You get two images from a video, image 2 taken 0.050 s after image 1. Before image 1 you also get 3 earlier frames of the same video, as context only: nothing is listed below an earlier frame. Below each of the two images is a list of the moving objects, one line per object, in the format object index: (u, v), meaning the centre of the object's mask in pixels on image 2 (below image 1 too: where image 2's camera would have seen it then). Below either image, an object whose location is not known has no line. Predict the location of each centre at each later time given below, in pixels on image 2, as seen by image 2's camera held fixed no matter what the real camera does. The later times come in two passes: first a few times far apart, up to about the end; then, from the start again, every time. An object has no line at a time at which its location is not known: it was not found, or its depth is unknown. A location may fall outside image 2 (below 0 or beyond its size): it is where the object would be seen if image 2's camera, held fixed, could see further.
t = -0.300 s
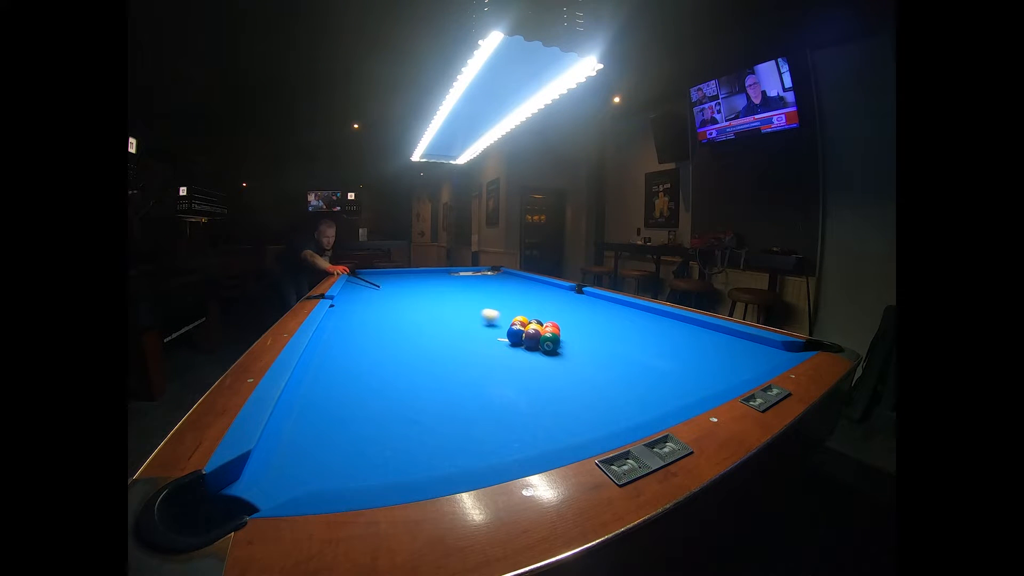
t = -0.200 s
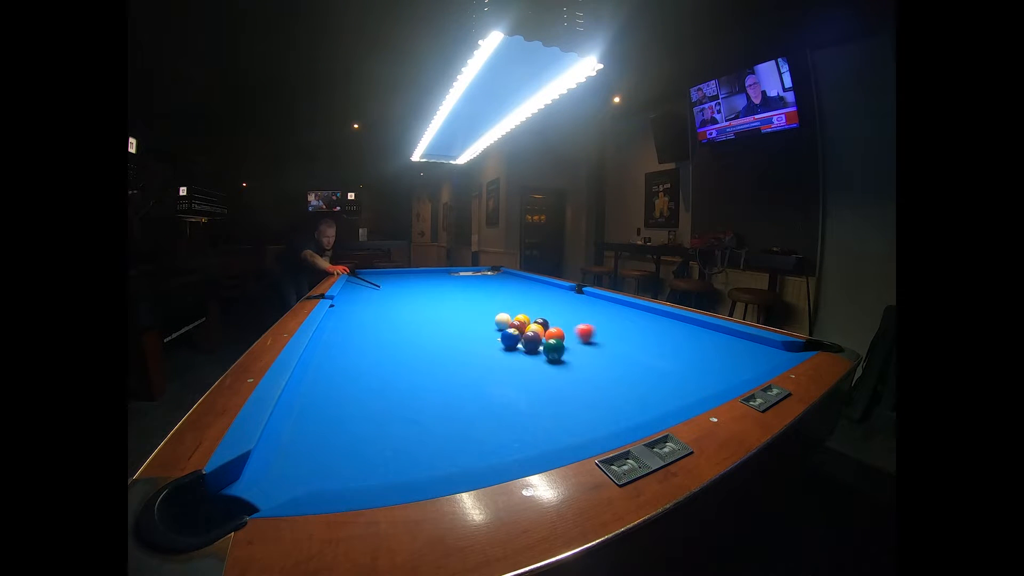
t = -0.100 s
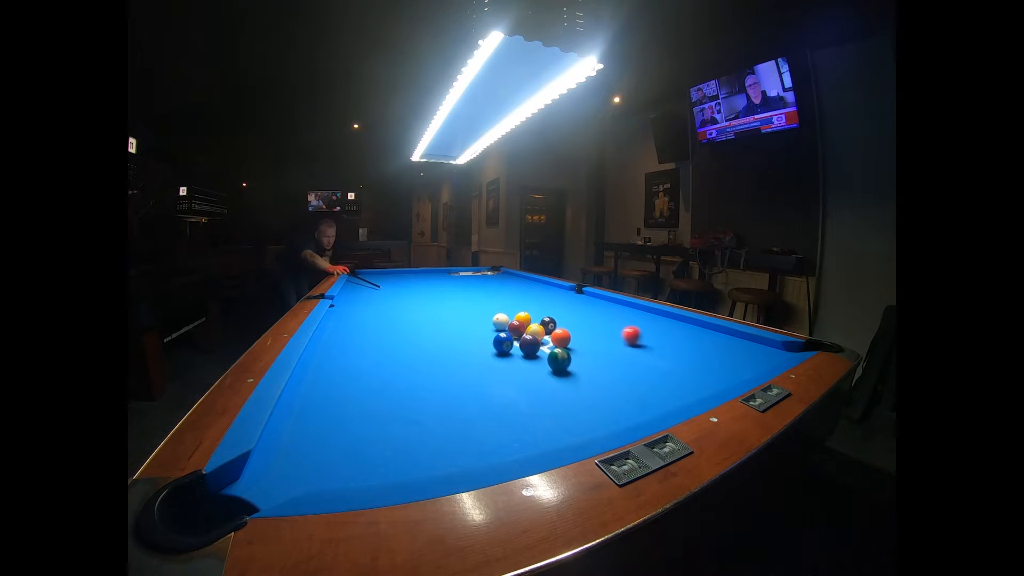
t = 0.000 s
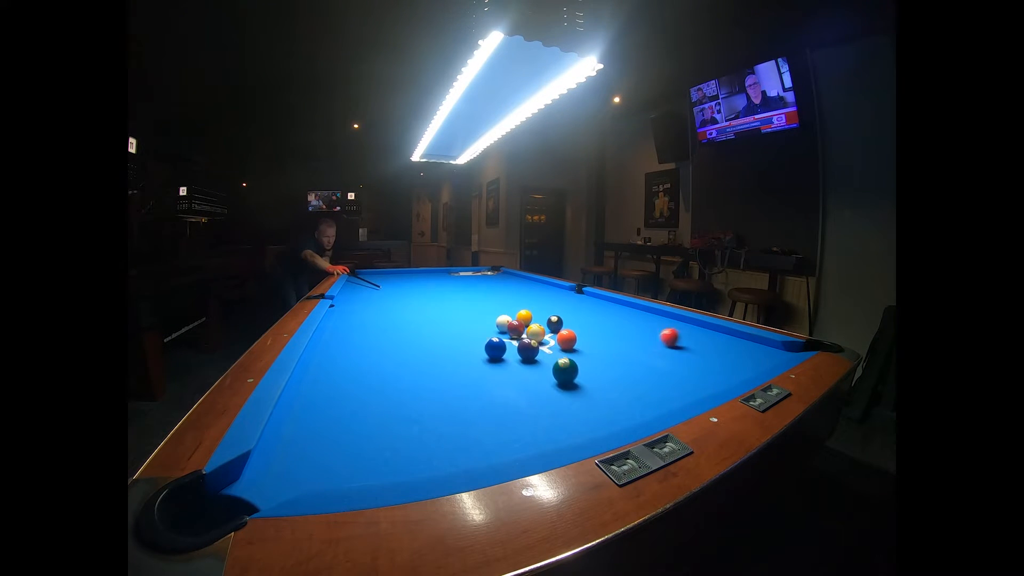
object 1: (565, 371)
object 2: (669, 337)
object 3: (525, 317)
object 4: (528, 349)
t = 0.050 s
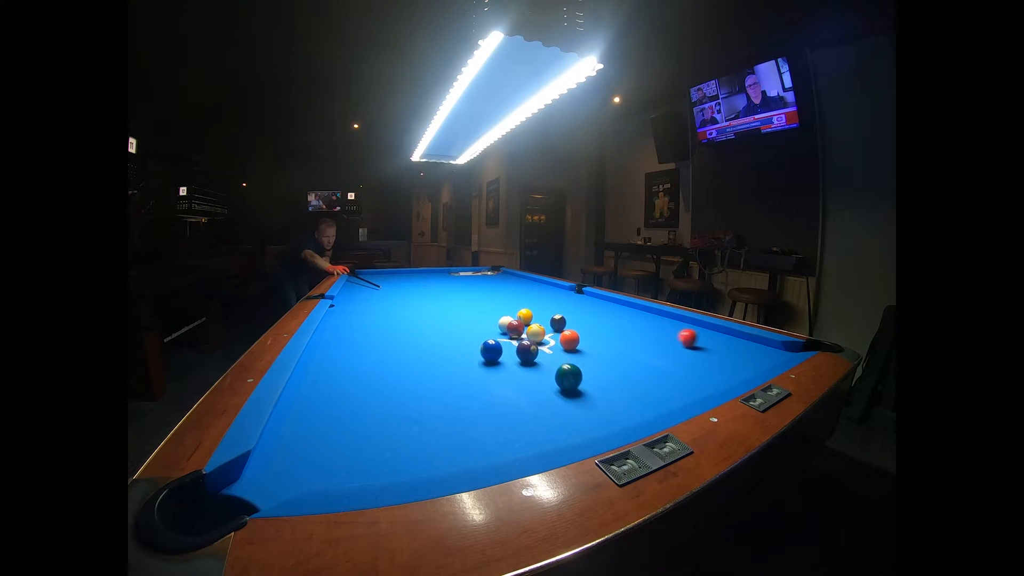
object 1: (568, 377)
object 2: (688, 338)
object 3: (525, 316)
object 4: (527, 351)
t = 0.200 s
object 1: (580, 400)
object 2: (739, 339)
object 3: (526, 313)
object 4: (524, 358)
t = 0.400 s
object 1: (584, 422)
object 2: (768, 347)
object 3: (528, 310)
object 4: (520, 367)
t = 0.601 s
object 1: (548, 407)
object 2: (775, 356)
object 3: (530, 307)
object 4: (516, 377)
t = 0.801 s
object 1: (526, 400)
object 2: (750, 361)
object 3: (531, 304)
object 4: (504, 382)
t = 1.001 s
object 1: (521, 405)
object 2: (722, 362)
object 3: (532, 302)
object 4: (483, 379)
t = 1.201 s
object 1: (516, 408)
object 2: (693, 364)
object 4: (464, 377)
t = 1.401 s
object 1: (511, 411)
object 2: (663, 365)
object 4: (448, 374)
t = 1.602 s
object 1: (508, 413)
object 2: (631, 366)
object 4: (433, 371)
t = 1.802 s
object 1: (505, 415)
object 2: (600, 366)
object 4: (421, 369)
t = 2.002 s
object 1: (503, 415)
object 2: (569, 366)
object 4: (410, 367)
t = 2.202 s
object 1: (503, 415)
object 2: (538, 366)
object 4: (401, 365)
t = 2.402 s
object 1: (503, 415)
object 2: (509, 365)
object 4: (393, 364)
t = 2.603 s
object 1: (503, 415)
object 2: (482, 364)
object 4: (387, 362)
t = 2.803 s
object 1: (503, 415)
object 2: (457, 362)
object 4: (382, 361)
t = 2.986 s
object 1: (503, 416)
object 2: (436, 361)
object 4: (378, 361)
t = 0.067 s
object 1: (569, 380)
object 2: (693, 338)
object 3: (525, 316)
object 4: (527, 352)
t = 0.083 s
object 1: (571, 382)
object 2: (699, 338)
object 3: (525, 316)
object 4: (526, 352)
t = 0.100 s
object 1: (572, 384)
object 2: (705, 338)
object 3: (525, 315)
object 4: (526, 353)
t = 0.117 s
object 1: (573, 386)
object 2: (711, 338)
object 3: (526, 315)
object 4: (526, 354)
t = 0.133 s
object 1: (575, 389)
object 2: (716, 339)
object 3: (526, 315)
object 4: (526, 355)
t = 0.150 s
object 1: (576, 391)
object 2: (722, 339)
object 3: (526, 315)
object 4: (525, 355)
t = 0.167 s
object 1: (577, 394)
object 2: (728, 339)
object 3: (526, 314)
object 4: (525, 356)
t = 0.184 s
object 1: (579, 396)
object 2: (733, 339)
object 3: (526, 314)
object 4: (525, 357)
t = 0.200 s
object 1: (580, 400)
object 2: (739, 339)
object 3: (526, 313)
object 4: (524, 358)
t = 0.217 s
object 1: (582, 402)
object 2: (744, 339)
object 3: (527, 313)
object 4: (524, 358)
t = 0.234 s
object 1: (583, 405)
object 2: (749, 340)
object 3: (527, 313)
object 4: (524, 359)
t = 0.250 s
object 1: (585, 408)
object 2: (755, 340)
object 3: (527, 313)
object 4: (523, 360)
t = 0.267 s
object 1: (586, 411)
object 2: (759, 340)
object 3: (527, 312)
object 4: (523, 361)
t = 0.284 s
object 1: (588, 414)
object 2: (764, 341)
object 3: (527, 312)
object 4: (523, 361)
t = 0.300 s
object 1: (590, 418)
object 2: (765, 341)
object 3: (527, 312)
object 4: (522, 362)
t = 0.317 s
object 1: (591, 420)
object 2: (766, 342)
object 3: (528, 311)
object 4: (522, 363)
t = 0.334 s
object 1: (593, 422)
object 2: (766, 343)
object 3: (528, 311)
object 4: (522, 364)
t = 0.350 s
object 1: (594, 423)
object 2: (766, 344)
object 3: (528, 311)
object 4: (521, 364)
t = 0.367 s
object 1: (591, 423)
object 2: (766, 345)
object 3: (528, 310)
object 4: (521, 366)
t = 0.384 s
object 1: (587, 422)
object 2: (767, 346)
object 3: (528, 310)
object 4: (521, 366)
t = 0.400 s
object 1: (584, 422)
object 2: (768, 347)
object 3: (528, 310)
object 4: (520, 367)
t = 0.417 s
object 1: (580, 421)
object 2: (768, 348)
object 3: (528, 309)
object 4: (520, 368)
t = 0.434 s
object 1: (577, 421)
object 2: (769, 349)
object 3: (529, 309)
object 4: (520, 368)
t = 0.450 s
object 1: (574, 420)
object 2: (770, 350)
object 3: (529, 309)
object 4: (519, 369)
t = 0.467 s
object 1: (571, 417)
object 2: (770, 351)
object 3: (529, 309)
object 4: (519, 370)
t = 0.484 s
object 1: (568, 416)
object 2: (771, 352)
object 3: (529, 308)
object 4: (518, 371)
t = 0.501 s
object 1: (565, 415)
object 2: (772, 353)
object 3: (529, 308)
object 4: (518, 372)
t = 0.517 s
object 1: (562, 414)
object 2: (772, 353)
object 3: (529, 308)
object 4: (518, 372)
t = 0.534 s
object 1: (559, 412)
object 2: (773, 354)
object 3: (530, 308)
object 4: (517, 373)
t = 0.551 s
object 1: (556, 411)
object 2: (773, 355)
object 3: (530, 307)
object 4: (517, 374)
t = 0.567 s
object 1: (553, 410)
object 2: (774, 355)
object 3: (530, 307)
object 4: (517, 375)
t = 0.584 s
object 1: (551, 409)
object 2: (774, 356)
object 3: (530, 307)
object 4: (516, 376)
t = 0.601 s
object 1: (548, 407)
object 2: (775, 356)
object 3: (530, 307)
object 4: (516, 377)
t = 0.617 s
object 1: (545, 406)
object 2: (773, 357)
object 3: (530, 306)
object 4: (515, 378)
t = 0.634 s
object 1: (543, 405)
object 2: (771, 357)
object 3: (530, 306)
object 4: (515, 379)
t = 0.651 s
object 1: (540, 404)
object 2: (769, 358)
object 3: (531, 306)
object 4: (515, 379)
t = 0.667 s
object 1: (537, 403)
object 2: (767, 358)
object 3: (531, 306)
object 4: (514, 380)
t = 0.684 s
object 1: (535, 401)
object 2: (765, 359)
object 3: (531, 306)
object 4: (513, 381)
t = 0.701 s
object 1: (532, 400)
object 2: (763, 359)
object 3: (531, 305)
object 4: (512, 381)
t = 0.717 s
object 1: (530, 399)
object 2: (761, 359)
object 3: (531, 305)
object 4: (511, 382)
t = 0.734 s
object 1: (527, 398)
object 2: (759, 360)
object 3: (531, 305)
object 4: (510, 382)
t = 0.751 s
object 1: (526, 397)
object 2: (757, 360)
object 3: (531, 305)
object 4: (509, 382)
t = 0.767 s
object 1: (526, 398)
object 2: (754, 361)
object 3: (531, 304)
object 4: (507, 382)
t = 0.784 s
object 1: (526, 399)
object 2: (752, 361)
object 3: (531, 304)
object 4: (505, 382)
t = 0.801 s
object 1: (526, 400)
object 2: (750, 361)
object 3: (531, 304)
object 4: (504, 382)
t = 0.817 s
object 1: (526, 400)
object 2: (748, 361)
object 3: (531, 304)
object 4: (502, 382)
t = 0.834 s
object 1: (525, 400)
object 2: (745, 361)
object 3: (532, 304)
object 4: (500, 382)
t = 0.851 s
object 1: (525, 401)
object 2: (743, 361)
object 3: (532, 303)
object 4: (499, 381)
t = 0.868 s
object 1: (524, 401)
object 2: (741, 361)
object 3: (532, 303)
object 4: (497, 381)
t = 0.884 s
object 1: (524, 402)
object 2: (739, 361)
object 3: (532, 303)
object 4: (495, 381)
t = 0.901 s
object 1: (523, 402)
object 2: (736, 362)
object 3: (532, 303)
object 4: (493, 381)
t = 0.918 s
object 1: (523, 403)
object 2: (734, 362)
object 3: (532, 303)
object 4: (492, 381)
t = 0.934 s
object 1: (523, 403)
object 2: (731, 362)
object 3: (532, 302)
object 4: (490, 380)
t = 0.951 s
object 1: (522, 404)
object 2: (729, 362)
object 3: (532, 302)
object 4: (488, 380)
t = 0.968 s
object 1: (522, 404)
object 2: (727, 362)
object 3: (532, 302)
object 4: (486, 380)
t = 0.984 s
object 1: (521, 404)
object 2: (724, 362)
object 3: (532, 302)
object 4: (485, 380)
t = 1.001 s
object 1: (521, 405)
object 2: (722, 362)
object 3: (532, 302)
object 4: (483, 379)
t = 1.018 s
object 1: (520, 405)
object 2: (719, 362)
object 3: (533, 301)
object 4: (482, 379)
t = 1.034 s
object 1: (520, 405)
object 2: (717, 363)
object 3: (533, 301)
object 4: (480, 379)
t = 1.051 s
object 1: (520, 406)
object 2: (715, 362)
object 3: (533, 301)
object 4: (478, 379)
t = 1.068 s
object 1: (519, 406)
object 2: (712, 363)
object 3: (533, 301)
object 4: (477, 379)
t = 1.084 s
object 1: (519, 406)
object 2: (710, 363)
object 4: (475, 378)
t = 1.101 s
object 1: (518, 407)
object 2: (708, 363)
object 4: (473, 378)
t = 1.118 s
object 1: (518, 407)
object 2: (705, 363)
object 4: (472, 378)
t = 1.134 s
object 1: (517, 407)
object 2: (702, 363)
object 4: (470, 378)
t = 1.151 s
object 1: (517, 407)
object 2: (700, 363)
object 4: (469, 377)
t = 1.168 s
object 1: (517, 408)
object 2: (698, 363)
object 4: (467, 377)
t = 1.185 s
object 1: (516, 408)
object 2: (695, 364)
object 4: (466, 377)
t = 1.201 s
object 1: (516, 408)
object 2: (693, 364)
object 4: (464, 377)
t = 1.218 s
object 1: (515, 408)
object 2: (690, 364)
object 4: (463, 376)
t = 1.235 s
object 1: (515, 409)
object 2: (688, 364)
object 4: (461, 376)
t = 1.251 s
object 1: (515, 409)
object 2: (685, 364)
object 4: (460, 376)
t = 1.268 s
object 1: (514, 409)
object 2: (683, 364)
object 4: (459, 376)
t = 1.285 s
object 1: (514, 409)
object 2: (680, 364)
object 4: (457, 375)
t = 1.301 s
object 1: (513, 410)
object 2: (678, 364)
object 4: (456, 375)
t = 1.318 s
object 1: (513, 410)
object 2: (675, 365)
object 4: (454, 375)
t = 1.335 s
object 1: (513, 410)
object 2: (673, 365)
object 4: (453, 375)
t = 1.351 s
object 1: (512, 411)
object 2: (670, 365)
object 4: (452, 375)
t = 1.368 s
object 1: (512, 411)
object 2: (668, 365)
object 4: (450, 374)
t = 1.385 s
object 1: (511, 411)
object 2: (665, 365)
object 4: (449, 374)
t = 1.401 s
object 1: (511, 411)
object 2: (663, 365)
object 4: (448, 374)
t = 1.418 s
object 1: (511, 411)
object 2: (660, 365)
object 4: (447, 374)
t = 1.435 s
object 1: (510, 411)
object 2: (657, 365)
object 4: (445, 373)
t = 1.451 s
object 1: (510, 412)
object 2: (655, 365)
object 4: (444, 373)
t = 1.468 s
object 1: (510, 412)
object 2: (652, 365)
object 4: (443, 373)
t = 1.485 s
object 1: (510, 412)
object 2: (650, 365)
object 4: (442, 373)
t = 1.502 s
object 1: (509, 412)
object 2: (647, 365)
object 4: (440, 372)
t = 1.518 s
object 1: (509, 412)
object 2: (644, 365)
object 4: (439, 372)
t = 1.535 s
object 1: (509, 412)
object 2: (642, 366)
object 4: (438, 372)
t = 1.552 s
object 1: (508, 413)
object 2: (639, 365)
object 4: (437, 372)
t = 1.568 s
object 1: (508, 413)
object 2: (636, 366)
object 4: (436, 372)
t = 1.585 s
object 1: (508, 413)
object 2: (634, 366)
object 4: (435, 371)
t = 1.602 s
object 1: (508, 413)
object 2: (631, 366)
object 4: (433, 371)
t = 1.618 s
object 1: (507, 413)
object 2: (629, 366)
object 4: (432, 371)
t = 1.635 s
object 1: (507, 413)
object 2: (626, 366)
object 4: (431, 371)
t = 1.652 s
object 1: (507, 414)
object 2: (624, 366)
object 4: (430, 370)
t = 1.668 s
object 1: (506, 414)
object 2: (621, 365)
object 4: (429, 370)
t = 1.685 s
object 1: (506, 414)
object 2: (618, 366)
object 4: (428, 370)
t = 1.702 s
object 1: (506, 414)
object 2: (616, 366)
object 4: (427, 370)
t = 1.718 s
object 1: (506, 414)
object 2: (613, 366)
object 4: (426, 370)
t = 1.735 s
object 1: (505, 414)
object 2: (610, 366)
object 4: (425, 370)
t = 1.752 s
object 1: (505, 414)
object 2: (608, 366)
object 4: (424, 370)
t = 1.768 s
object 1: (505, 414)
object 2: (605, 366)
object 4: (423, 369)
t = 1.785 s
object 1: (505, 415)
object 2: (603, 366)
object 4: (422, 369)
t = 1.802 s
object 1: (505, 415)
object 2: (600, 366)
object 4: (421, 369)
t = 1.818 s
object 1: (504, 415)
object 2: (597, 366)
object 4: (420, 369)
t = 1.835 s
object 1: (504, 415)
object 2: (595, 366)
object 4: (419, 369)
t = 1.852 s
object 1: (504, 415)
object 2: (592, 366)
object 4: (418, 368)
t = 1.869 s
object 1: (504, 415)
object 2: (589, 366)
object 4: (417, 368)
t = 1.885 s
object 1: (504, 415)
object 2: (587, 366)
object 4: (416, 368)
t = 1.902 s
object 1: (504, 415)
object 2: (584, 366)
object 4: (415, 368)
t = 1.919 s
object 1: (504, 415)
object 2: (582, 366)
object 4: (414, 368)
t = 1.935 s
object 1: (504, 415)
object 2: (579, 366)
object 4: (413, 368)
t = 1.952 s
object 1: (504, 415)
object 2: (576, 366)
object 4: (413, 367)
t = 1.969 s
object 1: (503, 415)
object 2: (574, 366)
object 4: (412, 367)
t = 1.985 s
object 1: (503, 415)
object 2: (571, 366)
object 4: (411, 367)
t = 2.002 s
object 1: (503, 415)
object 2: (569, 366)
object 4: (410, 367)
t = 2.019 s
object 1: (503, 415)
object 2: (566, 366)
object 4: (409, 367)
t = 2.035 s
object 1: (503, 415)
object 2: (564, 366)
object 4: (408, 367)
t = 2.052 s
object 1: (503, 415)
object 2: (561, 366)
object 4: (408, 366)
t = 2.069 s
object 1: (503, 415)
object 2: (558, 365)
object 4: (407, 366)
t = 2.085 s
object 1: (503, 415)
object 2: (556, 366)
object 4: (406, 366)
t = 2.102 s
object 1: (503, 415)
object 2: (553, 365)
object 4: (405, 366)
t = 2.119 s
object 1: (503, 415)
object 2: (551, 366)
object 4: (405, 366)
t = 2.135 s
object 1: (503, 415)
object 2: (548, 366)
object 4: (404, 366)
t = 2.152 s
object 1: (503, 415)
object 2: (546, 366)
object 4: (403, 365)
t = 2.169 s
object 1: (503, 415)
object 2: (543, 366)
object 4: (402, 365)
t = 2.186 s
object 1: (503, 415)
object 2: (541, 366)
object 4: (402, 365)
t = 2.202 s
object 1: (503, 415)
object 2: (538, 366)
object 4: (401, 365)
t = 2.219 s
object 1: (503, 415)
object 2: (536, 366)
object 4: (400, 365)
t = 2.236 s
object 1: (503, 415)
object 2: (533, 366)
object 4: (400, 365)
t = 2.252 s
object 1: (503, 415)
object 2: (531, 366)
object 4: (399, 365)
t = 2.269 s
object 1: (503, 415)
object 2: (529, 366)
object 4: (398, 364)
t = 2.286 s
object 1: (503, 415)
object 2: (526, 366)
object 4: (398, 364)
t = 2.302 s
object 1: (503, 415)
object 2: (524, 366)
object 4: (397, 364)
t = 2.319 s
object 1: (503, 415)
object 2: (521, 366)
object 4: (396, 364)
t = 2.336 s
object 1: (503, 415)
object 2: (519, 366)
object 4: (396, 364)
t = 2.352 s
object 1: (503, 415)
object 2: (516, 366)
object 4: (395, 364)
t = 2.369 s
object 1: (503, 415)
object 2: (514, 365)
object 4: (394, 364)
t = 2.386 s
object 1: (503, 415)
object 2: (512, 365)
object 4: (394, 364)
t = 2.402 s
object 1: (503, 415)
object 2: (509, 365)
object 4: (393, 364)
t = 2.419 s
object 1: (503, 415)
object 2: (507, 365)
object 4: (393, 364)
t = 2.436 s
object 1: (503, 415)
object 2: (505, 365)
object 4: (392, 363)
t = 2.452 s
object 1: (503, 415)
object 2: (502, 365)
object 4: (392, 363)
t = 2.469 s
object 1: (503, 415)
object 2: (500, 365)
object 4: (391, 363)
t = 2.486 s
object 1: (503, 415)
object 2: (498, 365)
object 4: (391, 363)
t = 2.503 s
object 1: (503, 415)
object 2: (495, 365)
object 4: (390, 363)
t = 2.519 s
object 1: (503, 415)
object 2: (493, 364)
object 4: (390, 363)
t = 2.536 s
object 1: (503, 415)
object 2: (491, 364)
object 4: (389, 363)
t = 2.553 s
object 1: (503, 415)
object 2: (489, 364)
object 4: (389, 363)
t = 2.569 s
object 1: (503, 415)
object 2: (487, 364)
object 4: (388, 363)
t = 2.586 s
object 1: (503, 415)
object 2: (484, 364)
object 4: (388, 362)
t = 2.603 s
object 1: (503, 415)
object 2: (482, 364)
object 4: (387, 362)
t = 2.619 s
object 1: (503, 415)
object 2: (480, 364)
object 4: (387, 362)
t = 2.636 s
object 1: (503, 415)
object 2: (478, 363)
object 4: (386, 362)
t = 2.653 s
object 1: (503, 415)
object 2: (476, 363)
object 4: (386, 362)
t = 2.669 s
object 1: (503, 415)
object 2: (474, 363)
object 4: (385, 362)
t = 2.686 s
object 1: (503, 415)
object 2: (471, 363)
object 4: (385, 362)
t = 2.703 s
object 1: (503, 415)
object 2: (469, 363)
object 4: (384, 362)
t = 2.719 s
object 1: (503, 415)
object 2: (467, 363)
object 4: (384, 362)
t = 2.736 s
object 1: (503, 415)
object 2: (465, 363)
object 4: (384, 362)
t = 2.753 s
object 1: (503, 415)
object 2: (463, 363)
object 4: (383, 362)
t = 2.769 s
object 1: (503, 415)
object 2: (461, 362)
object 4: (383, 361)
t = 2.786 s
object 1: (503, 415)
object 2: (459, 362)
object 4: (382, 361)
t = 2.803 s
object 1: (503, 415)
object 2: (457, 362)
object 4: (382, 361)
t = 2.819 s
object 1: (503, 415)
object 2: (455, 362)
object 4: (382, 361)
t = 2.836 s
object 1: (503, 415)
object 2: (453, 362)
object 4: (381, 361)
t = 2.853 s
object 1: (503, 415)
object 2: (451, 362)
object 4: (381, 361)
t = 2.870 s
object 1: (503, 415)
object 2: (449, 362)
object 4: (381, 361)
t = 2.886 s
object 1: (503, 415)
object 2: (447, 362)
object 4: (380, 361)
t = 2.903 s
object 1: (503, 415)
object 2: (445, 361)
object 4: (380, 361)
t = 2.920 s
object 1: (503, 416)
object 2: (443, 361)
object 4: (380, 361)
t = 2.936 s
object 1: (503, 415)
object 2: (441, 361)
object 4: (379, 361)
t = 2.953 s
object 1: (503, 415)
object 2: (440, 361)
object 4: (379, 361)
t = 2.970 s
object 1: (503, 415)
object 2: (438, 361)
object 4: (379, 361)
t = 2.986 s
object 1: (503, 416)
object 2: (436, 361)
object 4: (378, 361)
